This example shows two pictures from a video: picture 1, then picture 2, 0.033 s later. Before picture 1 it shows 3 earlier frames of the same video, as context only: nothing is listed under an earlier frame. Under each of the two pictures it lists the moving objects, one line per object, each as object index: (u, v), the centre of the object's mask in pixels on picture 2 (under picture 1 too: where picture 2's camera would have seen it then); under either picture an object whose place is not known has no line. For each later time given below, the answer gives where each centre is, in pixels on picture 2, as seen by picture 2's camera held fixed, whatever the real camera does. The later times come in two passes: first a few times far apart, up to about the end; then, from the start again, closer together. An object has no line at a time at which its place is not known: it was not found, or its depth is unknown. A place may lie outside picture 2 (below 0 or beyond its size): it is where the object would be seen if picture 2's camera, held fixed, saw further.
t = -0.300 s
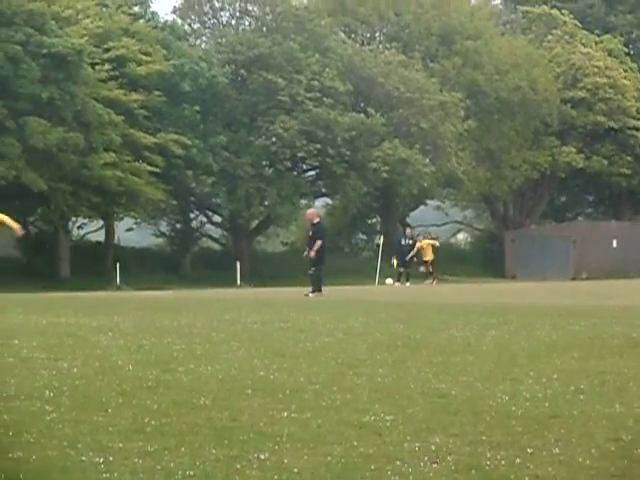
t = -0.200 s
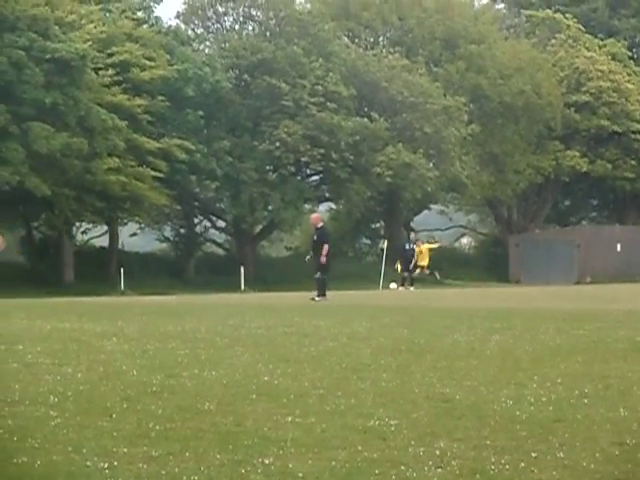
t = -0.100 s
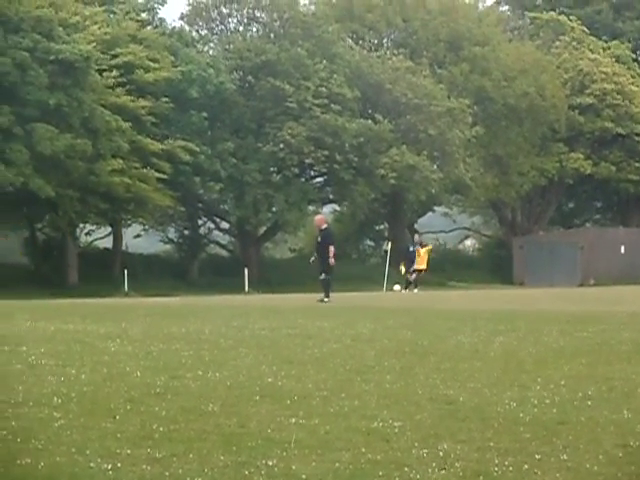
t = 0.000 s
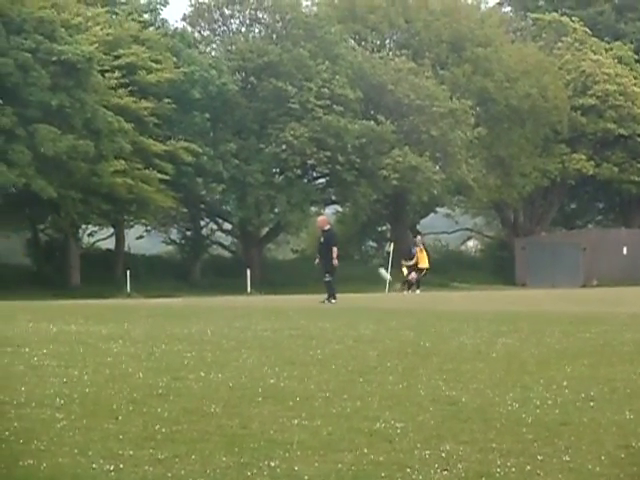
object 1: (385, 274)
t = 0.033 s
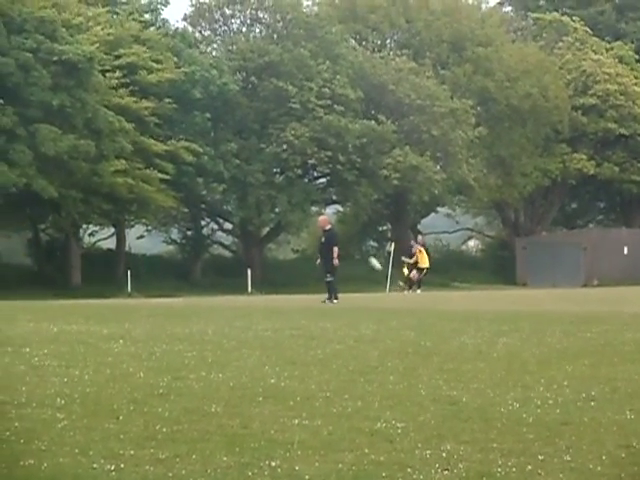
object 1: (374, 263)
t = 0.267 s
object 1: (306, 194)
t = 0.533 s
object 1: (230, 122)
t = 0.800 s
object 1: (161, 61)
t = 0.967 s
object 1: (114, 31)
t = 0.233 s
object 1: (316, 204)
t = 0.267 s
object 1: (306, 194)
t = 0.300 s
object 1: (296, 184)
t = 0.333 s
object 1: (286, 175)
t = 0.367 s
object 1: (278, 166)
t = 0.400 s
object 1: (268, 157)
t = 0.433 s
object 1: (259, 148)
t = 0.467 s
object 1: (249, 139)
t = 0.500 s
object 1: (239, 131)
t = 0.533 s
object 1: (230, 122)
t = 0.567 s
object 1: (221, 114)
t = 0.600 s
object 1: (211, 106)
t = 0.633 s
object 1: (202, 98)
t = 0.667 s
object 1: (193, 90)
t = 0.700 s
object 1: (183, 83)
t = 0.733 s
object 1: (180, 76)
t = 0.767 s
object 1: (170, 67)
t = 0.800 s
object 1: (161, 61)
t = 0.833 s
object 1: (151, 54)
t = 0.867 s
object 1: (142, 48)
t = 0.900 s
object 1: (133, 42)
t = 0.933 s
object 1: (123, 37)
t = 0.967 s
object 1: (114, 31)
